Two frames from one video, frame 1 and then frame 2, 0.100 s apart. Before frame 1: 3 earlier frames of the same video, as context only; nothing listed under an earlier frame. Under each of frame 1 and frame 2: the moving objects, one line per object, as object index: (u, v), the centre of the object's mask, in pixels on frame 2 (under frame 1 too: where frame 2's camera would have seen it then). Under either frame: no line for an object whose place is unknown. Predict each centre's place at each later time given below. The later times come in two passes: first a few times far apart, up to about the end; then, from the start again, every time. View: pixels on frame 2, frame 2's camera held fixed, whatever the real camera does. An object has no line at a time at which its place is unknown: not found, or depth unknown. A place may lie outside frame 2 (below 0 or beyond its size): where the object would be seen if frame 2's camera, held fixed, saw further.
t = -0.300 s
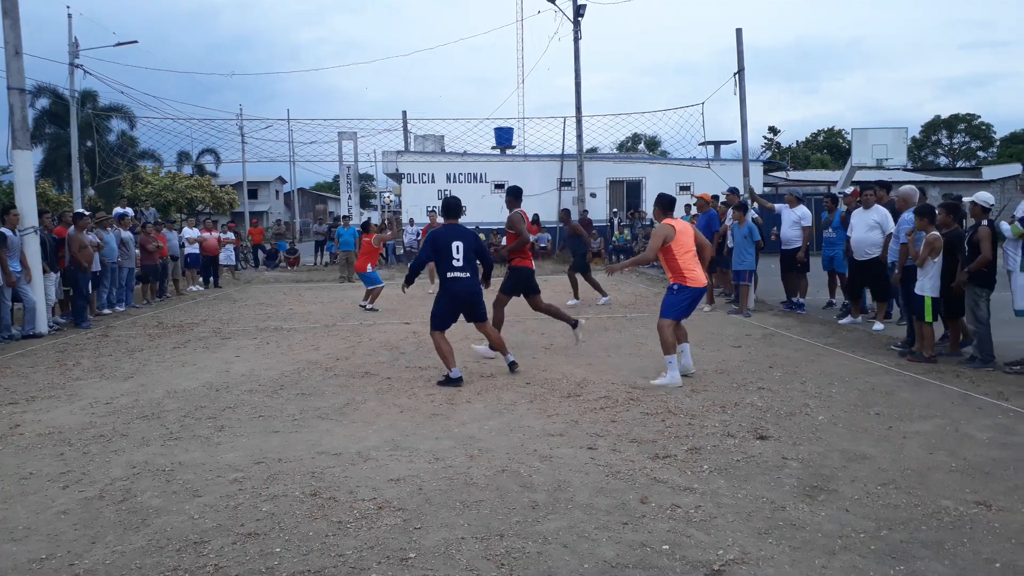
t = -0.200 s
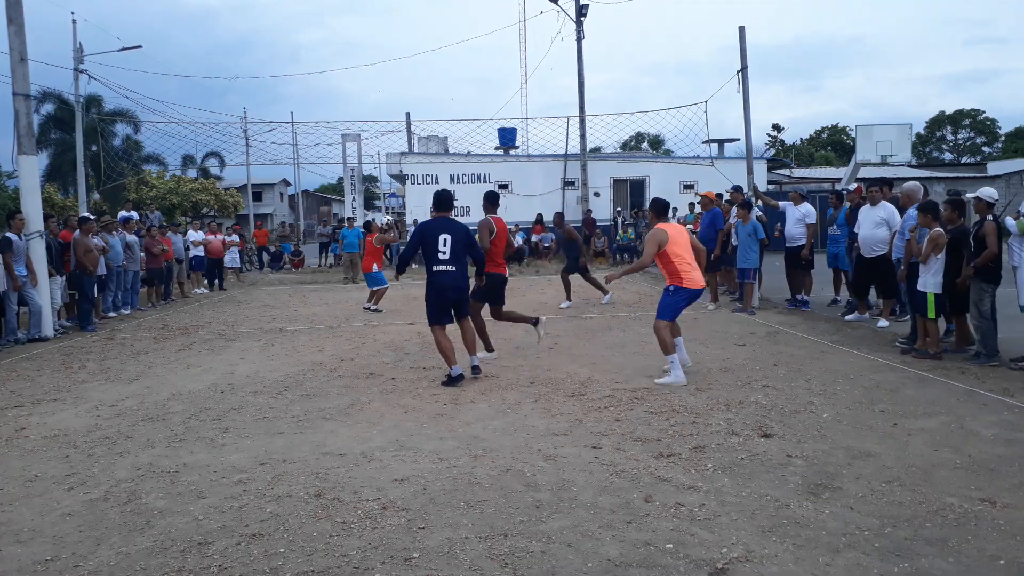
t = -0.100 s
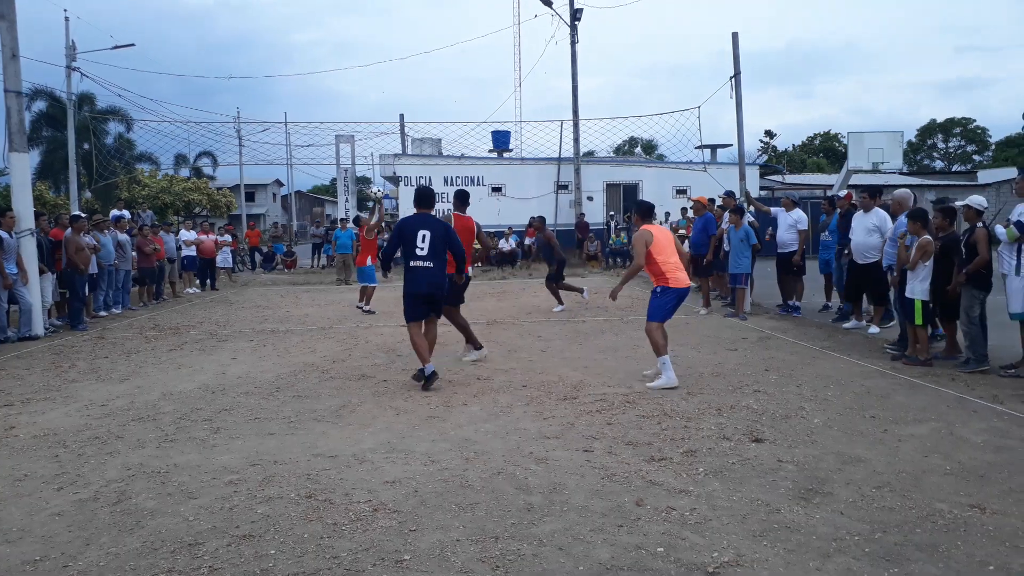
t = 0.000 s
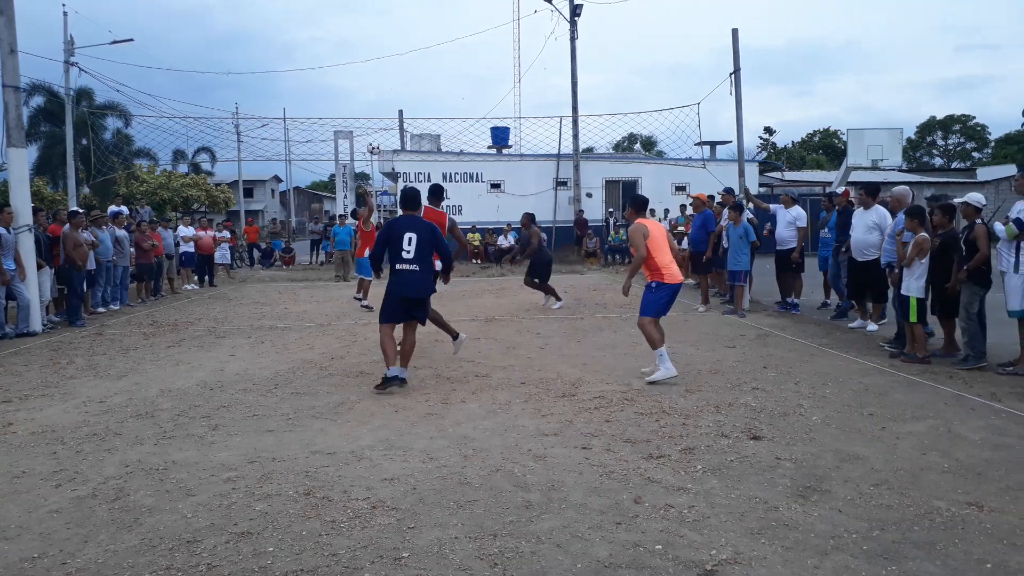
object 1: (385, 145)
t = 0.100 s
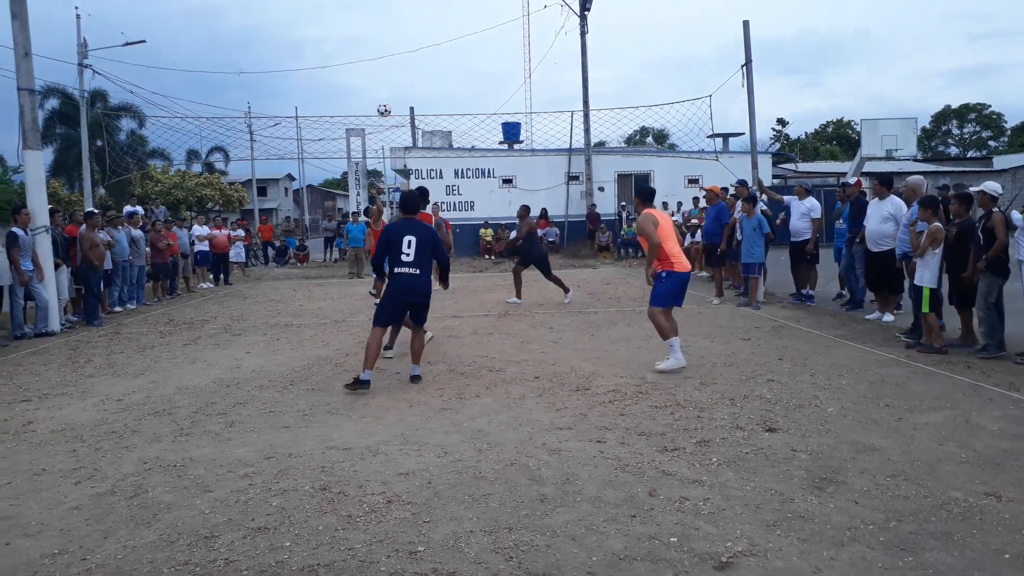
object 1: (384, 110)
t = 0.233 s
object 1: (382, 71)
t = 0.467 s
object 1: (380, 29)
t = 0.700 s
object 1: (379, 24)
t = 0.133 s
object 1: (384, 99)
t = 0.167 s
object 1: (382, 89)
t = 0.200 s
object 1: (382, 80)
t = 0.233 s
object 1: (382, 71)
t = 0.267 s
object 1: (381, 63)
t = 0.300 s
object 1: (380, 55)
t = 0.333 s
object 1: (380, 48)
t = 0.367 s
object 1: (380, 42)
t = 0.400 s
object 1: (379, 36)
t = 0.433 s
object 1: (380, 33)
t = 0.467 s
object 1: (380, 29)
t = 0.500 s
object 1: (380, 26)
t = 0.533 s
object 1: (379, 23)
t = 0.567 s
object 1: (378, 22)
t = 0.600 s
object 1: (379, 21)
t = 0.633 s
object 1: (380, 22)
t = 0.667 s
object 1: (379, 24)
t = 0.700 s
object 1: (379, 24)
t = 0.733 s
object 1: (378, 26)
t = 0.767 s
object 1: (379, 29)
